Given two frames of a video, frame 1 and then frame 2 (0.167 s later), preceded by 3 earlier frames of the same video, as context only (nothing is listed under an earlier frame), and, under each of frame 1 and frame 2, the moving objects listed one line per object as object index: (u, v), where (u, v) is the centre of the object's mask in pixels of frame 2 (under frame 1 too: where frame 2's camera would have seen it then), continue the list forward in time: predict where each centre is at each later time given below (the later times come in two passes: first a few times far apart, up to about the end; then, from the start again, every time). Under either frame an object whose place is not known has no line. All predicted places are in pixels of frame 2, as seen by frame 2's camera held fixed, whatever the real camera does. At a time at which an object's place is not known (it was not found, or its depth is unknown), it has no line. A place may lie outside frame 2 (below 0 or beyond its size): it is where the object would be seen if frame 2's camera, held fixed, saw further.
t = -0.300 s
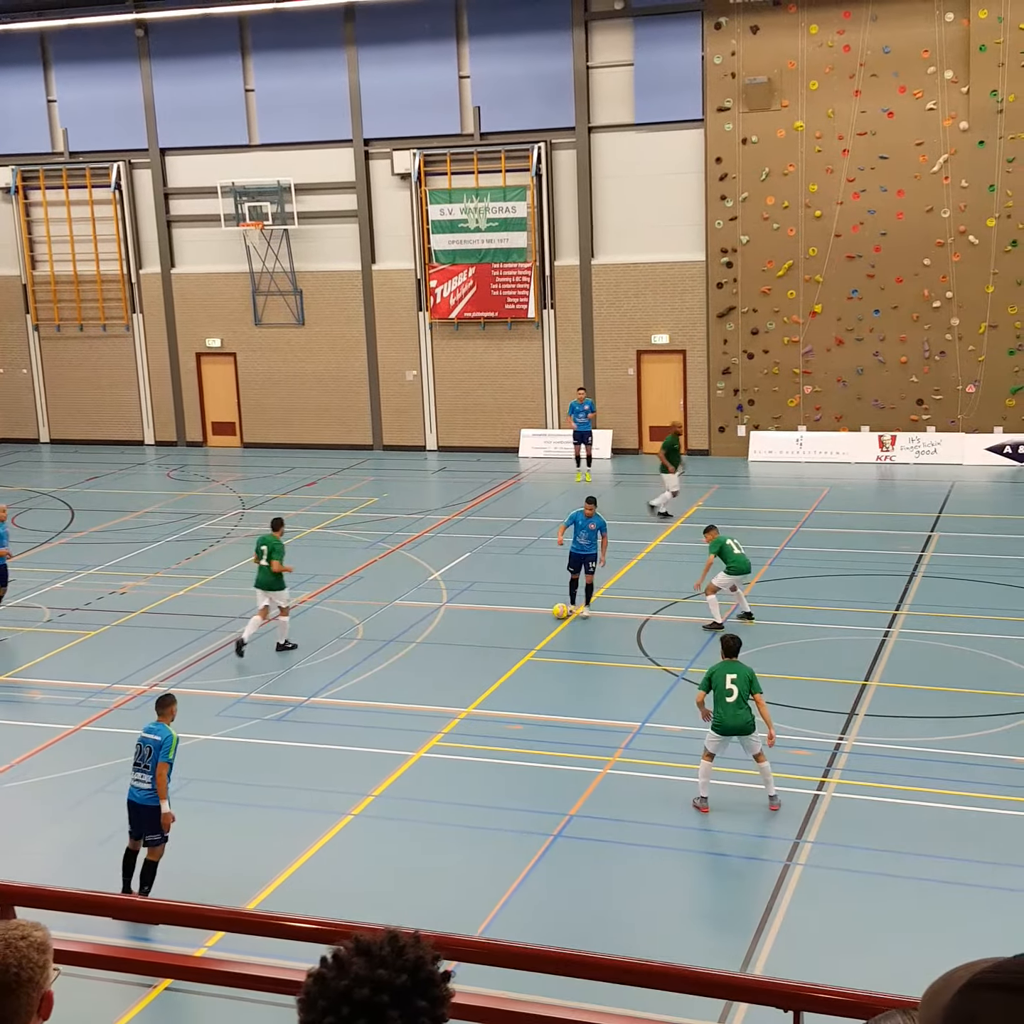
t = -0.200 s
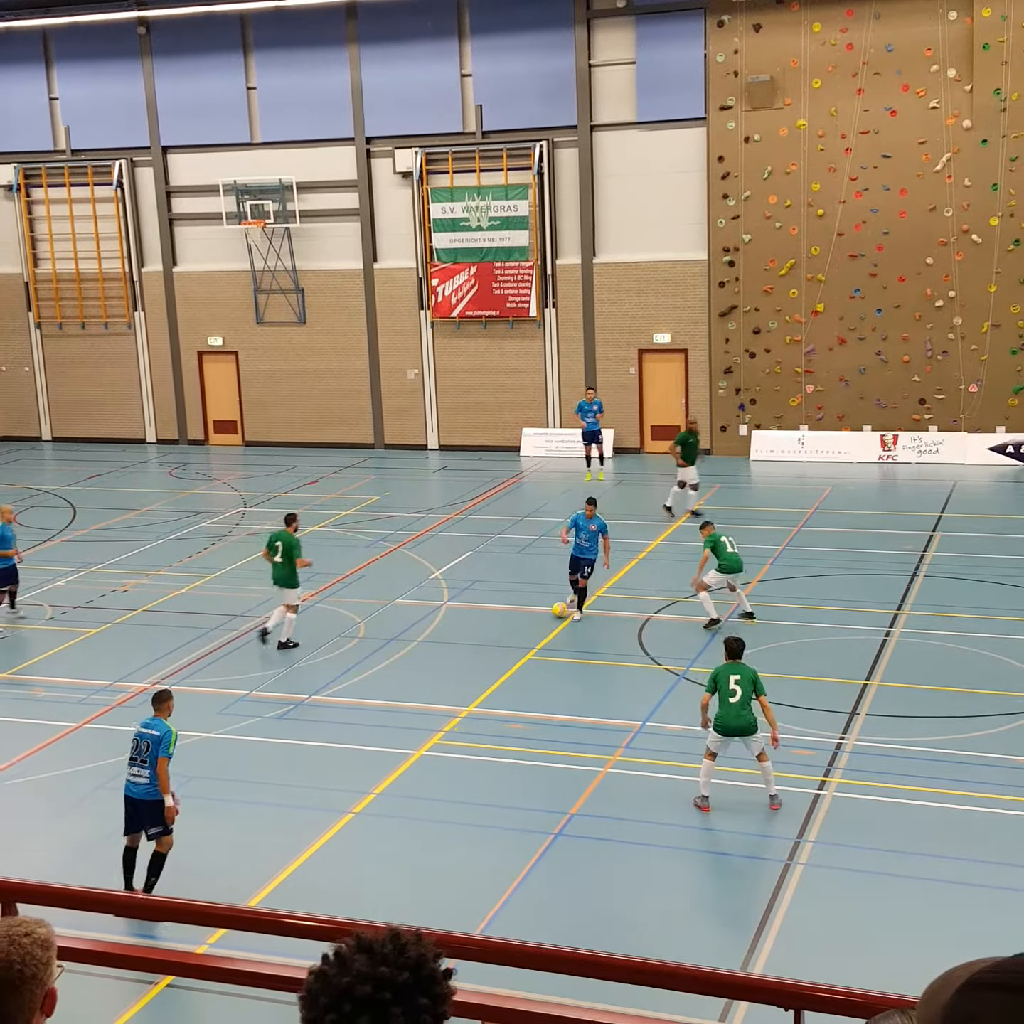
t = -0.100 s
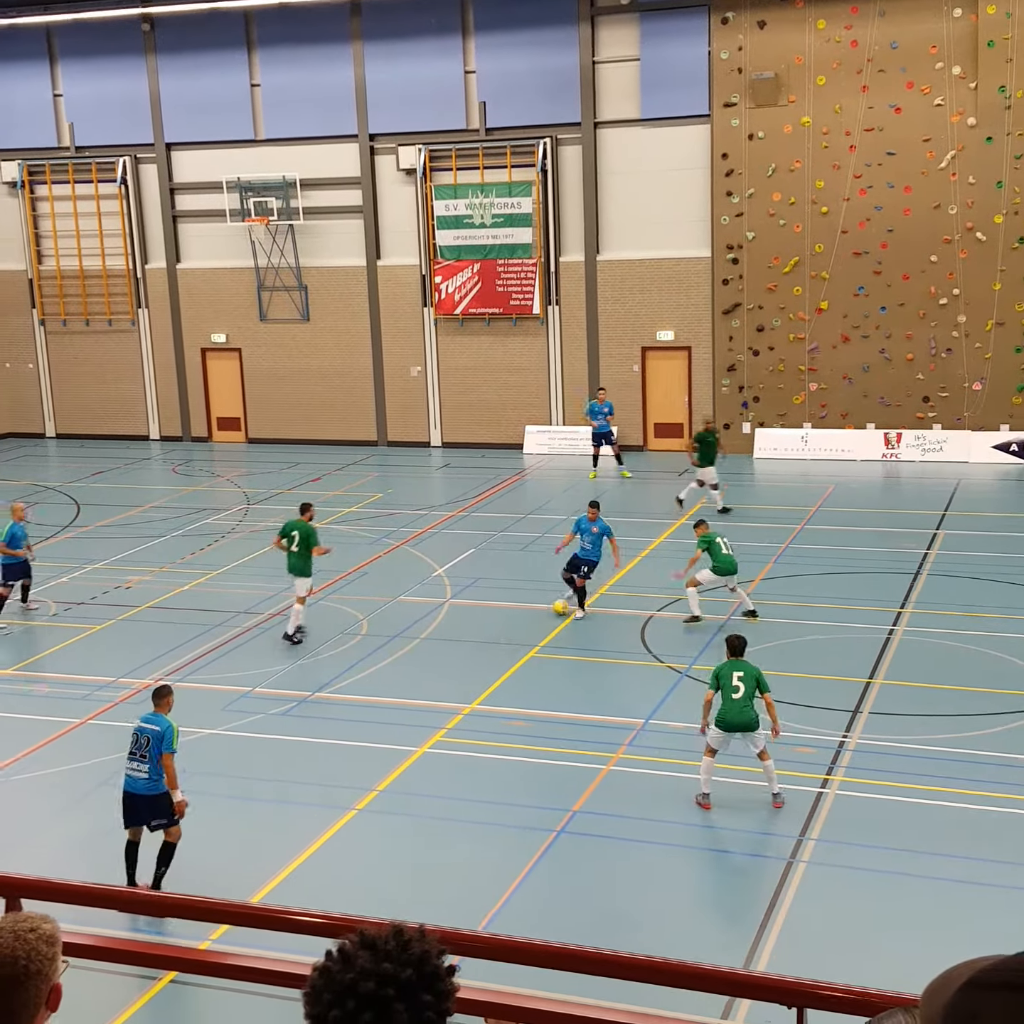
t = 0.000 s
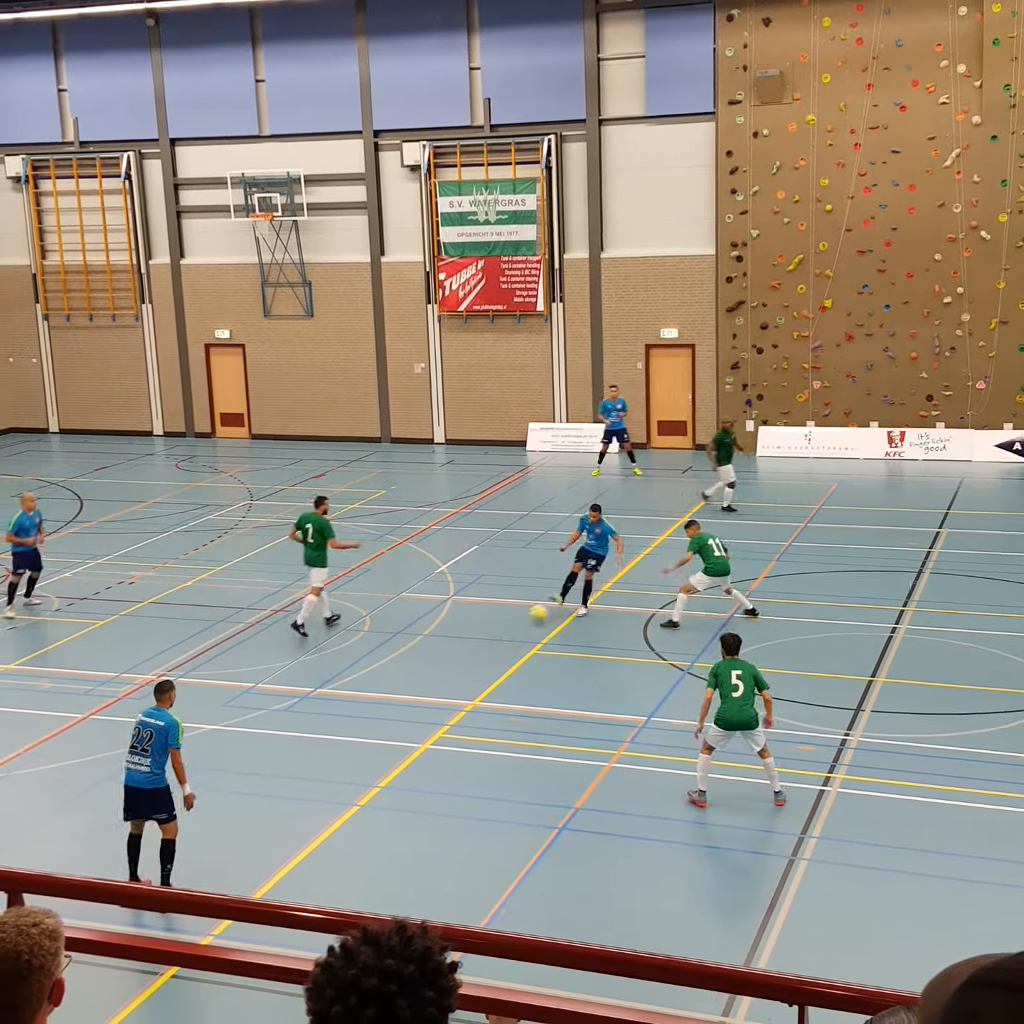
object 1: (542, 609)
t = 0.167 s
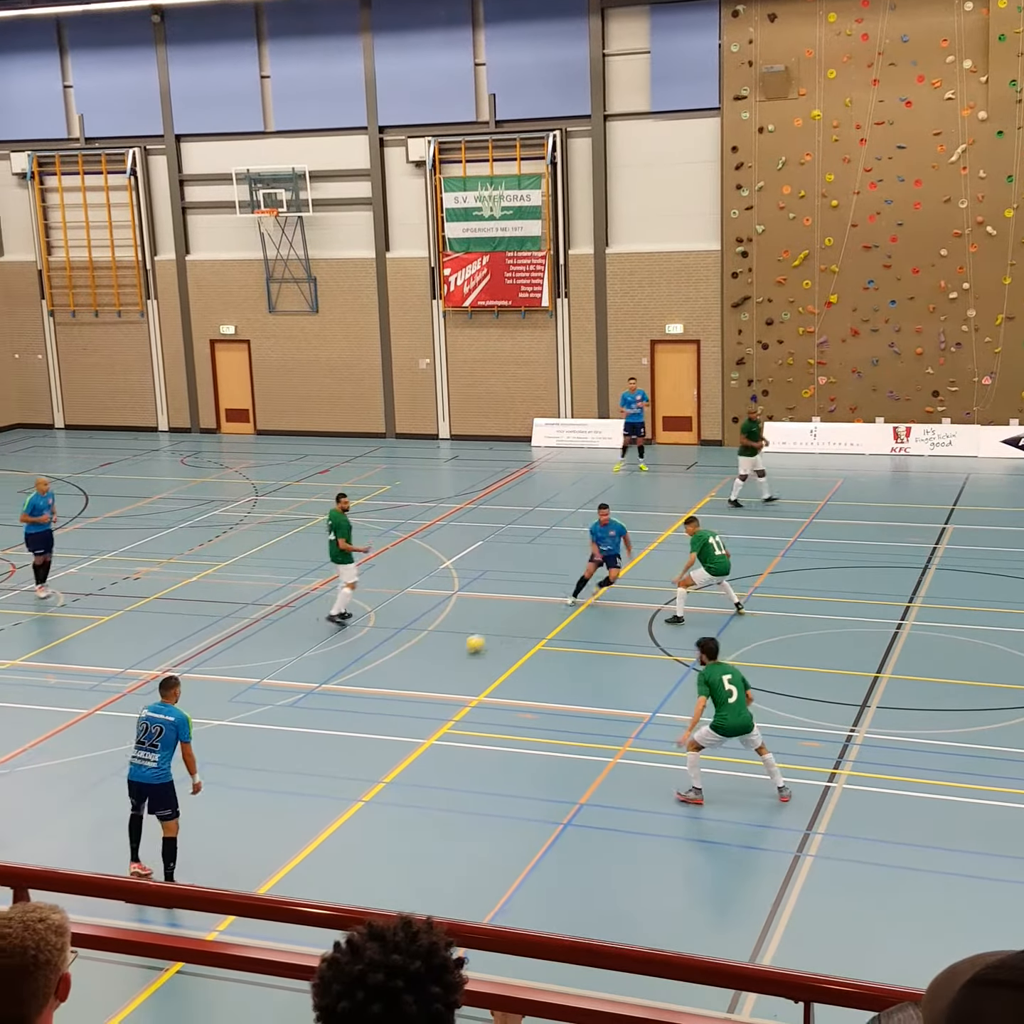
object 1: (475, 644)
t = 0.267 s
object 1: (435, 665)
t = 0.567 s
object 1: (310, 728)
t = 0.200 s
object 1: (462, 650)
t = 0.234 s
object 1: (447, 659)
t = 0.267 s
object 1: (435, 665)
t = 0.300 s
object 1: (421, 672)
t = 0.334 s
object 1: (406, 678)
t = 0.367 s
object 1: (393, 685)
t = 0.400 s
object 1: (379, 693)
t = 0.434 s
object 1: (365, 700)
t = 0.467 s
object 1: (352, 707)
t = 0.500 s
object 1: (339, 713)
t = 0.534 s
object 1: (324, 721)
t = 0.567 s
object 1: (310, 728)
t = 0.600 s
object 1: (296, 736)
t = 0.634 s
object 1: (282, 742)
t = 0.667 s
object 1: (268, 749)
